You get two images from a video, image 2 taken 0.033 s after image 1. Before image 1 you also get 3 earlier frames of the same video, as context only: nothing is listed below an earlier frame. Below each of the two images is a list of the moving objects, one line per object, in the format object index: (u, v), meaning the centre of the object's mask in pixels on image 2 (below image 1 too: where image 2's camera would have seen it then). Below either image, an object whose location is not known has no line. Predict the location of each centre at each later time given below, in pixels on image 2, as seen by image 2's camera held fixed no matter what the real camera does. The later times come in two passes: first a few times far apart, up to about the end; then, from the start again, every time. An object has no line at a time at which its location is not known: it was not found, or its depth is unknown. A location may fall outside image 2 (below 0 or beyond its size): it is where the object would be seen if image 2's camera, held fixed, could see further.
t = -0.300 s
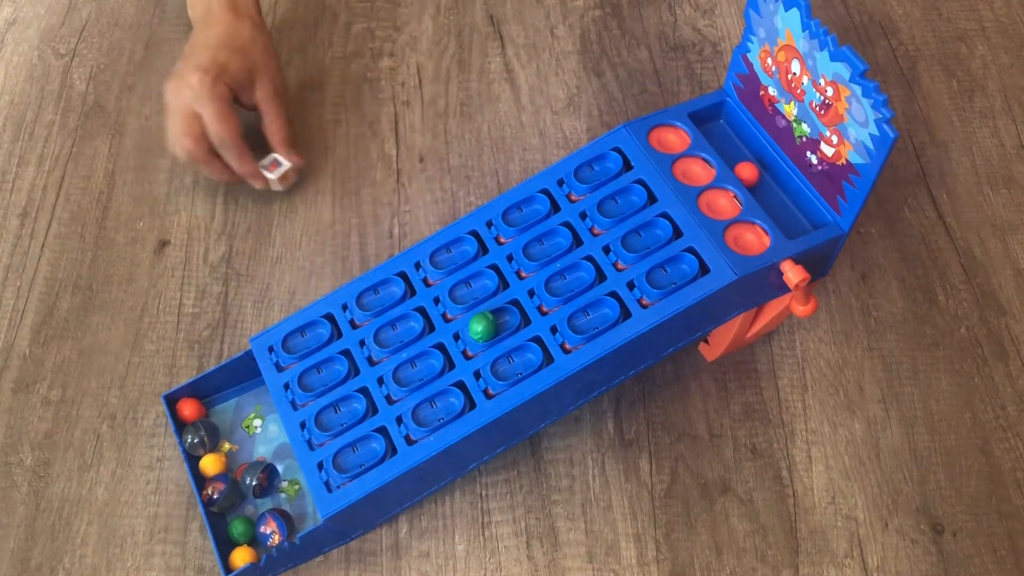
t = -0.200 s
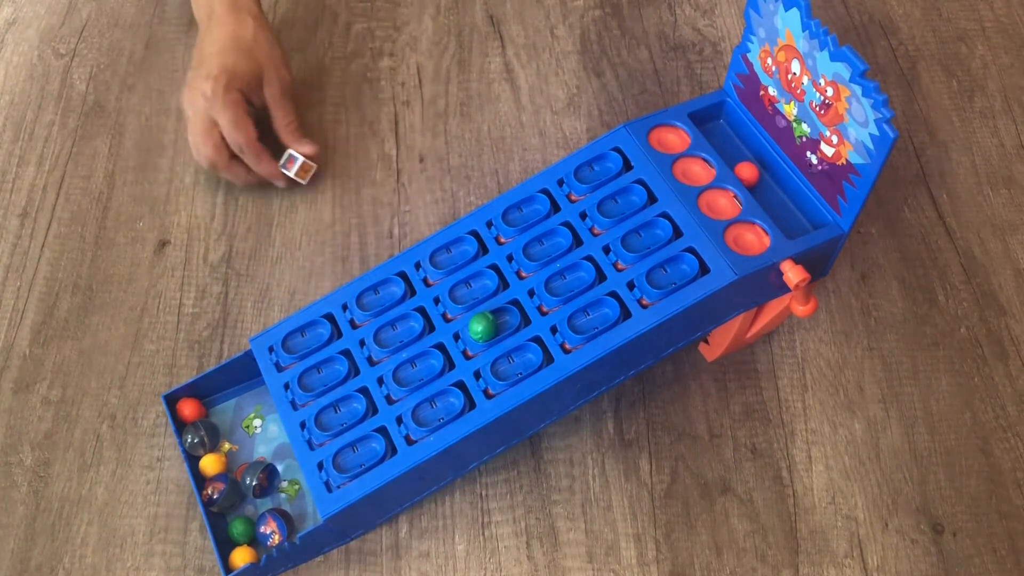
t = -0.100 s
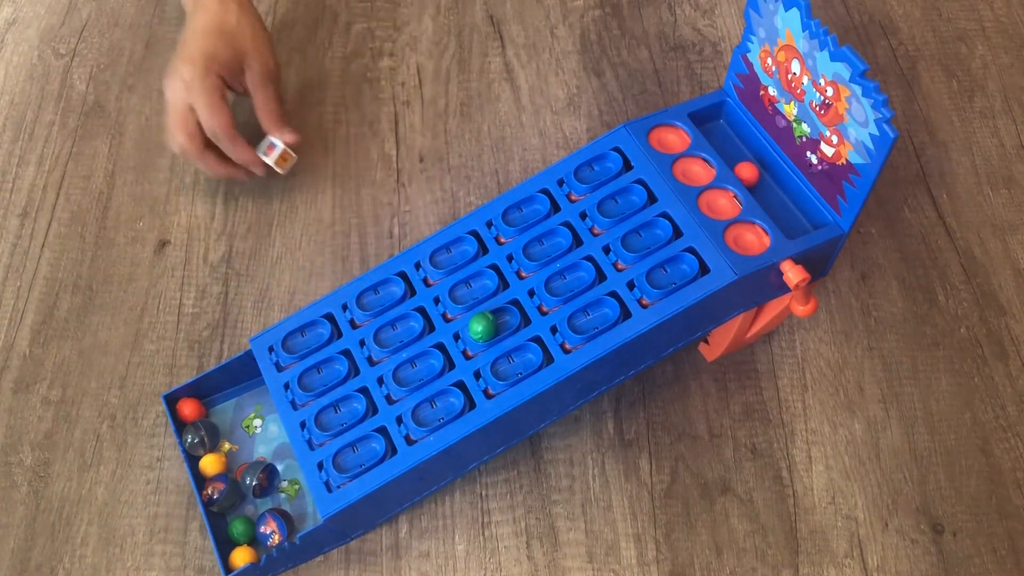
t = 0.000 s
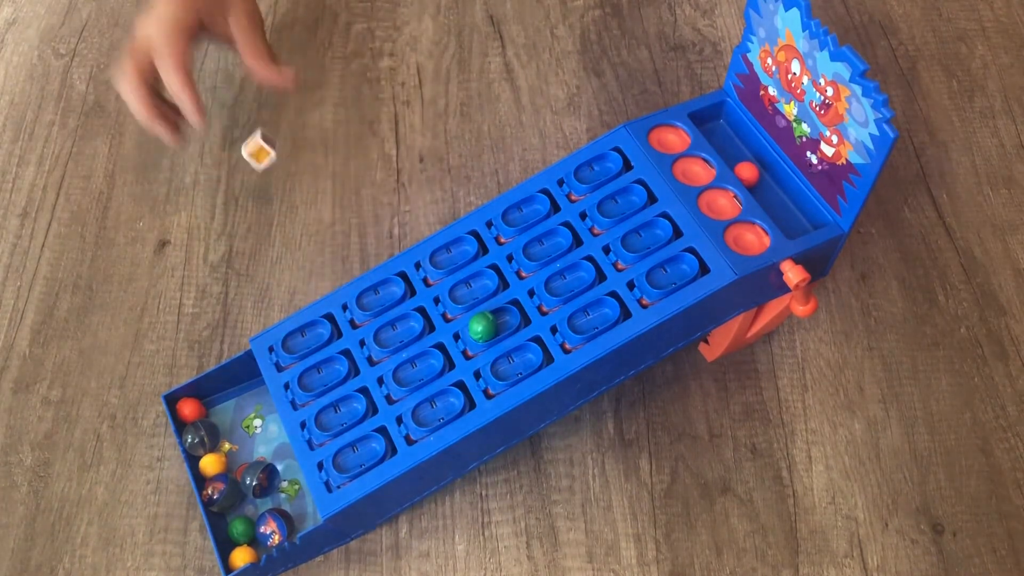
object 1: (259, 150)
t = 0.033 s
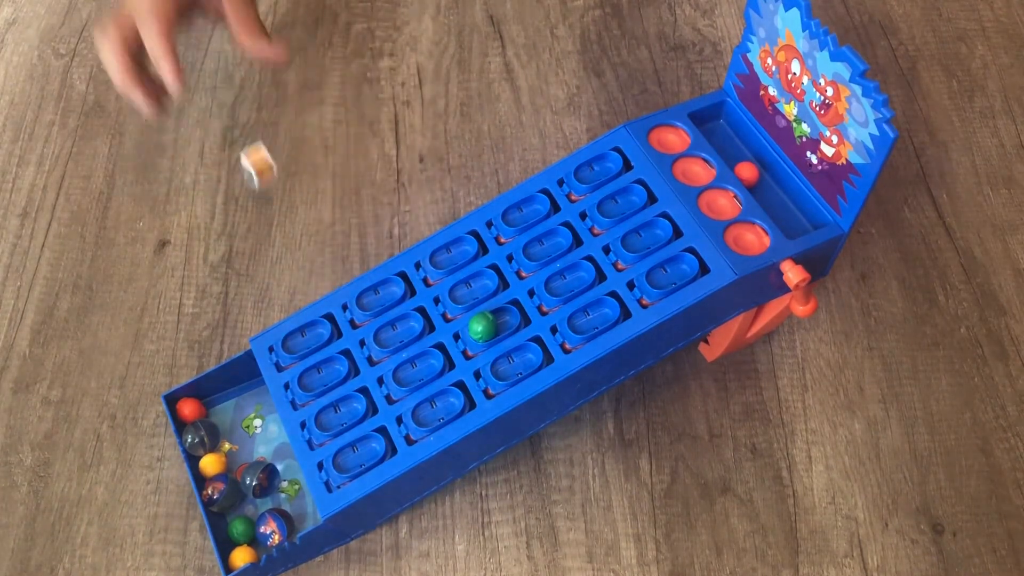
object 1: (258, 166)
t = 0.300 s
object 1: (226, 199)
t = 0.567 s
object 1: (197, 200)
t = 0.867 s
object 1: (193, 205)
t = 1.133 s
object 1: (193, 205)
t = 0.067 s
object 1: (260, 188)
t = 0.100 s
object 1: (257, 197)
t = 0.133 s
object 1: (249, 190)
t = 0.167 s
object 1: (241, 187)
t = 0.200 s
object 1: (235, 193)
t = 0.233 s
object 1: (232, 205)
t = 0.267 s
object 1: (232, 202)
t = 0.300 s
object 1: (226, 199)
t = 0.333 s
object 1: (225, 204)
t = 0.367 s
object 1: (219, 201)
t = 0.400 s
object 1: (215, 201)
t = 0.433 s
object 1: (211, 201)
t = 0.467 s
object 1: (208, 202)
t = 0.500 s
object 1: (204, 200)
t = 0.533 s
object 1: (201, 200)
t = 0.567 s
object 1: (197, 200)
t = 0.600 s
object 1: (194, 202)
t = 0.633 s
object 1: (193, 202)
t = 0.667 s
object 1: (192, 204)
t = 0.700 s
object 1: (193, 205)
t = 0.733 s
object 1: (193, 205)
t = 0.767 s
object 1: (193, 205)
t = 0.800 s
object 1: (193, 205)
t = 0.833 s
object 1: (193, 205)
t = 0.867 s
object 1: (193, 205)
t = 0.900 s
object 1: (193, 205)
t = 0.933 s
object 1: (193, 205)
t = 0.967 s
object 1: (193, 205)
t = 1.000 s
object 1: (193, 205)
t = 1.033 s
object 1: (193, 205)
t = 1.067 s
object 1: (193, 205)
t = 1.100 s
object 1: (193, 205)
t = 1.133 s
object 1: (193, 205)
